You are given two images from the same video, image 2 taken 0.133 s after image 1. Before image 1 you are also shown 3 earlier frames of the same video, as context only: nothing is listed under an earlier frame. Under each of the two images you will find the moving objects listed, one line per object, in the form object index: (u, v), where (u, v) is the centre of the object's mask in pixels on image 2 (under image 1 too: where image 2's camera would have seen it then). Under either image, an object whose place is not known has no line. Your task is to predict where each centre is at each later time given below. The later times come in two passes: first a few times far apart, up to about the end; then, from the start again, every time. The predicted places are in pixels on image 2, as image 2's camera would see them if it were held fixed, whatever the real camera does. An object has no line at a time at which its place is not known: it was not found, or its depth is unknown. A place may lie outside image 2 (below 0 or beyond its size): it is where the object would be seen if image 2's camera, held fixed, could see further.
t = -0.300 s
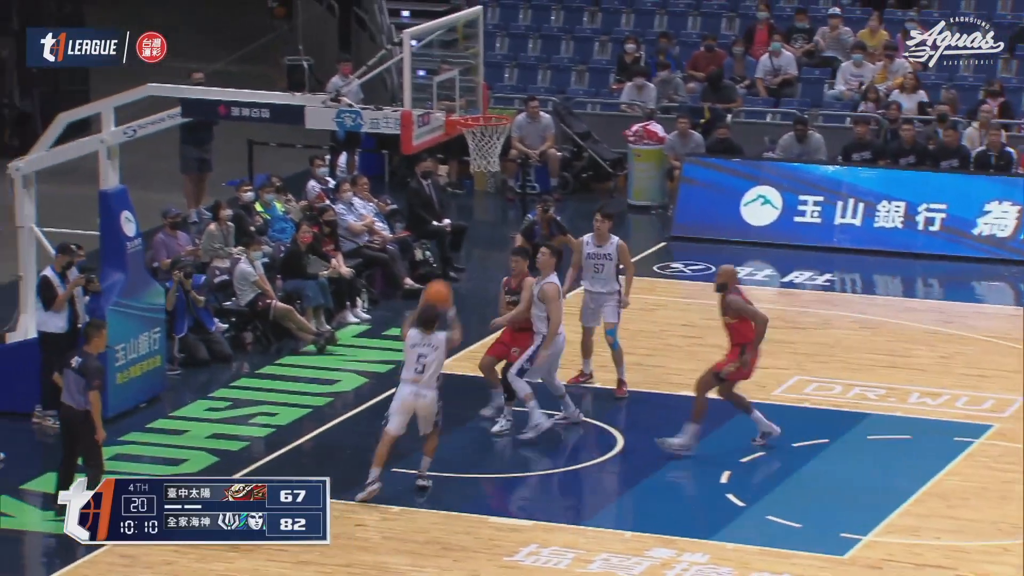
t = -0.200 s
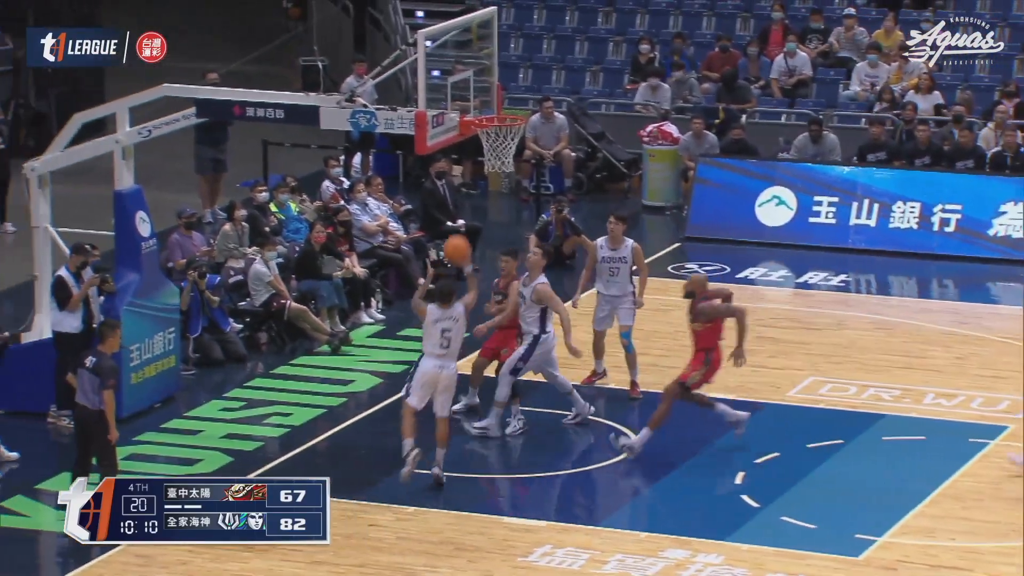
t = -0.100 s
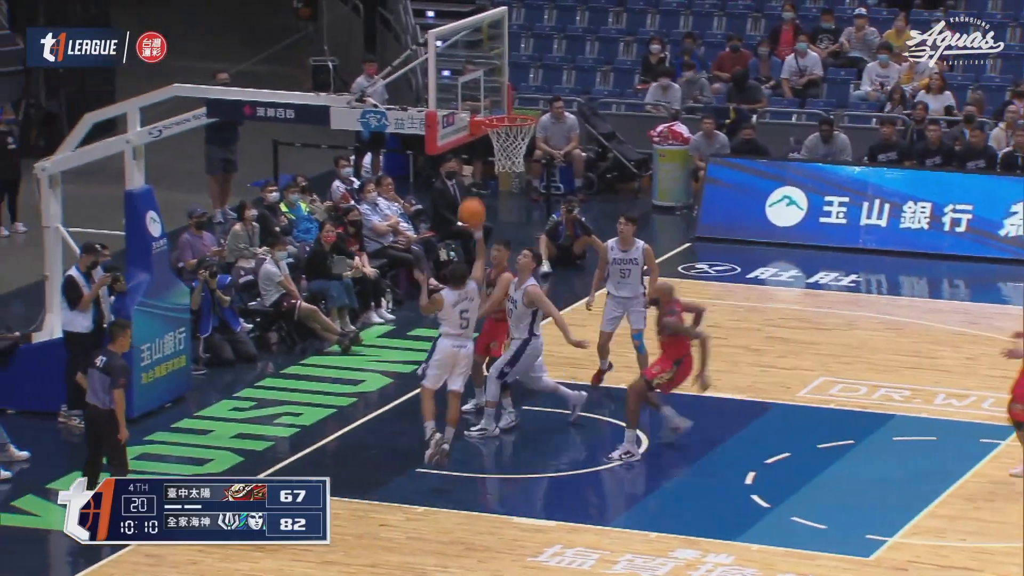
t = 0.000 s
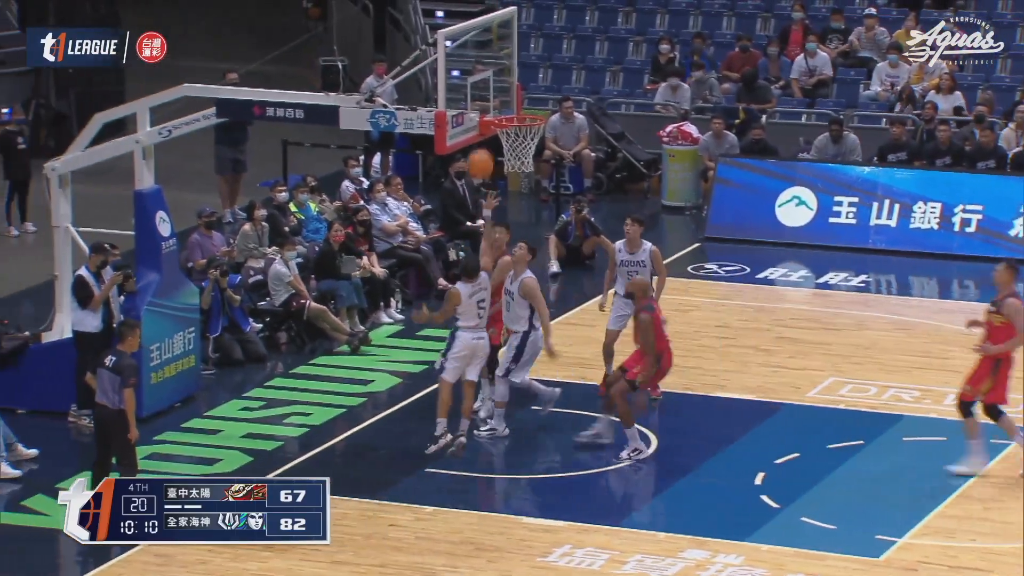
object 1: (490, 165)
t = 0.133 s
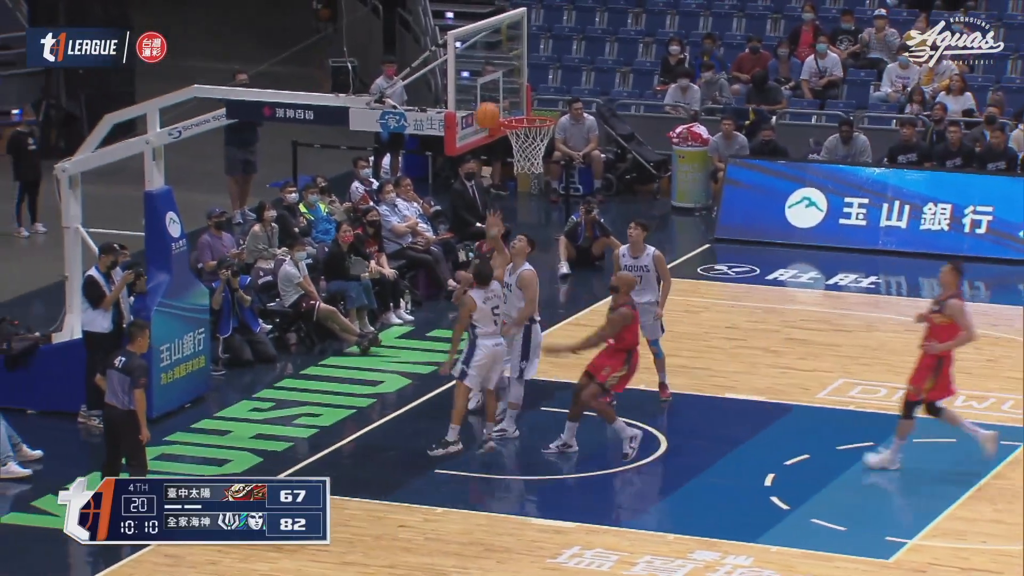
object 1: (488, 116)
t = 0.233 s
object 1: (486, 92)
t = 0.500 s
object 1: (521, 102)
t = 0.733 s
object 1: (541, 160)
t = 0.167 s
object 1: (487, 106)
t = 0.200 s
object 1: (487, 99)
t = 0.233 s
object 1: (486, 92)
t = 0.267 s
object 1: (486, 87)
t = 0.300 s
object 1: (490, 86)
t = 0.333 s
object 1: (496, 86)
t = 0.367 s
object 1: (501, 87)
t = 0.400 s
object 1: (506, 89)
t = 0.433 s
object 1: (511, 92)
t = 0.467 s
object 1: (515, 96)
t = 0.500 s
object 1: (521, 102)
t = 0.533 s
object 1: (527, 110)
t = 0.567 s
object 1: (532, 115)
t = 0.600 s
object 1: (535, 125)
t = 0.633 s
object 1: (539, 133)
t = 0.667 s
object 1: (541, 144)
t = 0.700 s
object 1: (543, 152)
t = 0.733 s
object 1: (541, 160)
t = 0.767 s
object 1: (542, 170)
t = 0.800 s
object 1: (541, 177)
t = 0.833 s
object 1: (540, 187)
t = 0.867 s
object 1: (540, 199)
